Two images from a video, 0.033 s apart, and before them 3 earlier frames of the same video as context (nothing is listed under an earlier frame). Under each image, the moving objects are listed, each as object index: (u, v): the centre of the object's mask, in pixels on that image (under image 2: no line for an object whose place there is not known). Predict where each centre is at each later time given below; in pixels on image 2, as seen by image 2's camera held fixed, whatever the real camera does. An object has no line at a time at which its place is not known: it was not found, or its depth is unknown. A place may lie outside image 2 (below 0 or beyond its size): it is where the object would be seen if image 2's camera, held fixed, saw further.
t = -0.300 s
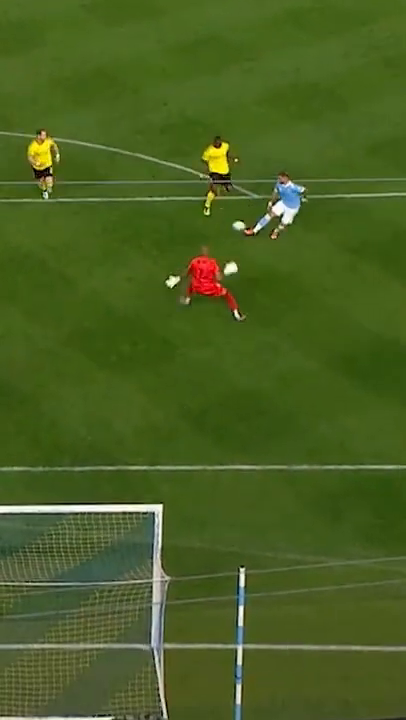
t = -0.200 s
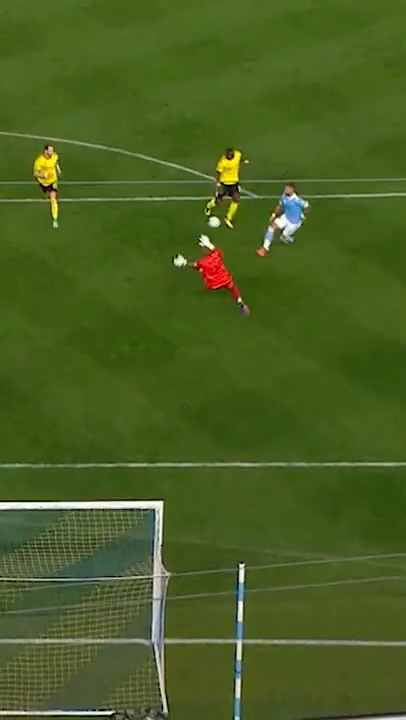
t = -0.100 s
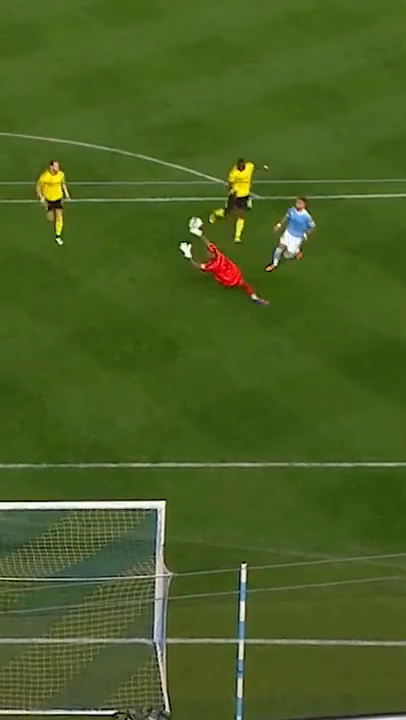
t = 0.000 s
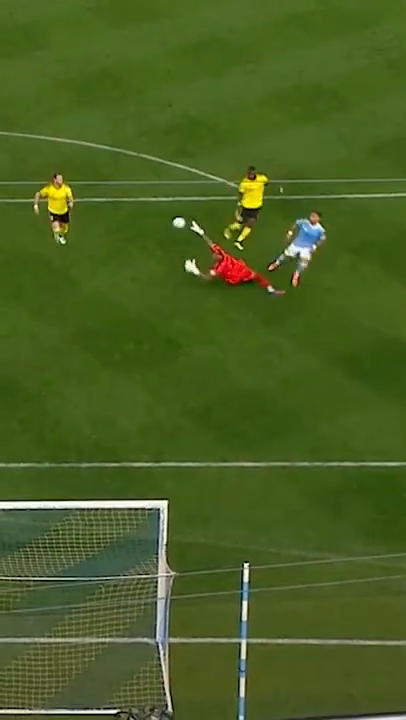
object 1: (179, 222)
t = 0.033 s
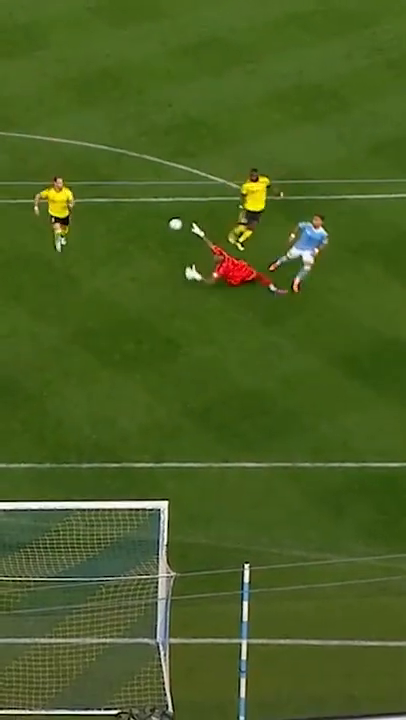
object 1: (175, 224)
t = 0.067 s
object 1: (167, 226)
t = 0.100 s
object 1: (159, 229)
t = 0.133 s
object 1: (152, 232)
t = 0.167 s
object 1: (149, 234)
